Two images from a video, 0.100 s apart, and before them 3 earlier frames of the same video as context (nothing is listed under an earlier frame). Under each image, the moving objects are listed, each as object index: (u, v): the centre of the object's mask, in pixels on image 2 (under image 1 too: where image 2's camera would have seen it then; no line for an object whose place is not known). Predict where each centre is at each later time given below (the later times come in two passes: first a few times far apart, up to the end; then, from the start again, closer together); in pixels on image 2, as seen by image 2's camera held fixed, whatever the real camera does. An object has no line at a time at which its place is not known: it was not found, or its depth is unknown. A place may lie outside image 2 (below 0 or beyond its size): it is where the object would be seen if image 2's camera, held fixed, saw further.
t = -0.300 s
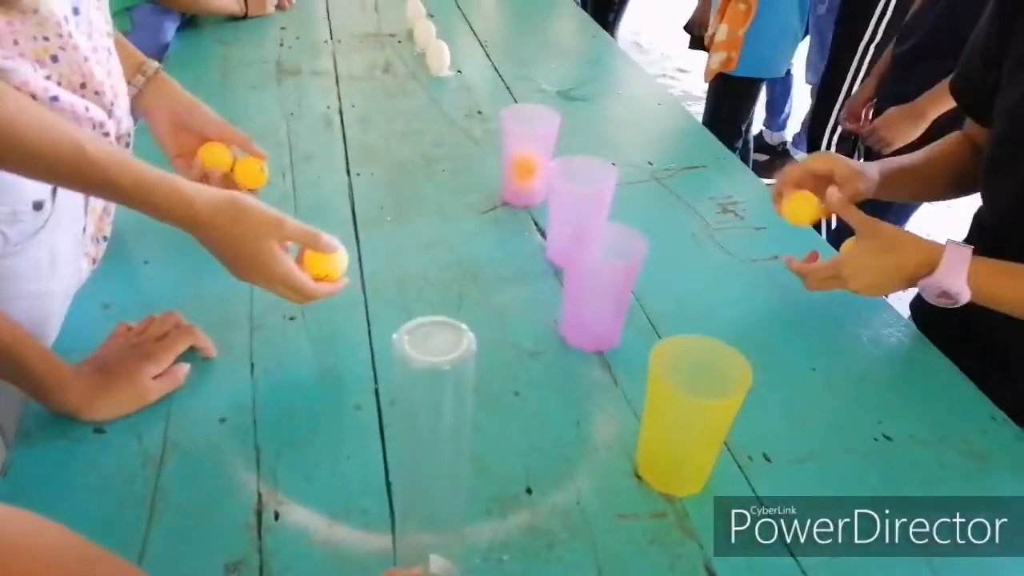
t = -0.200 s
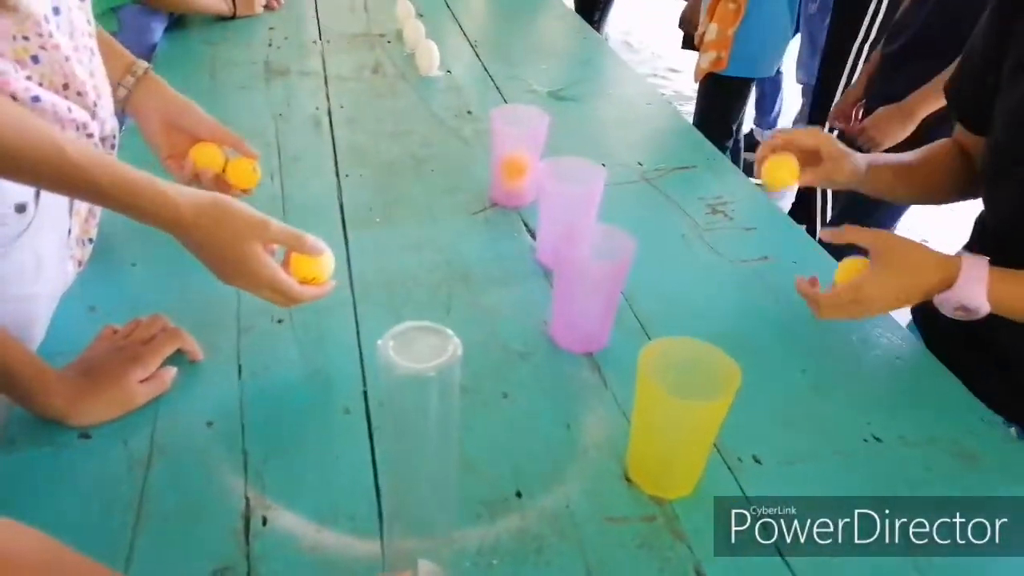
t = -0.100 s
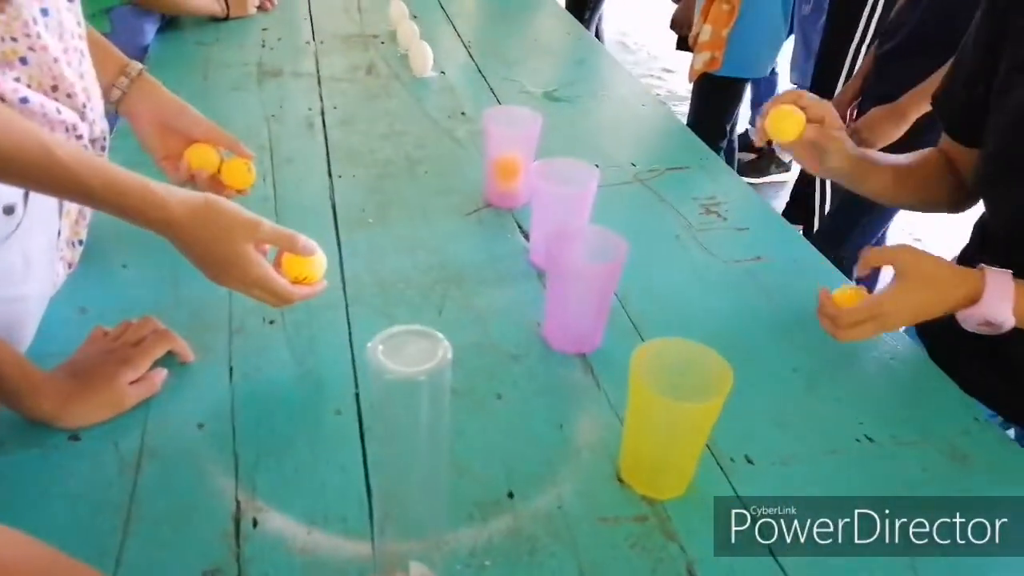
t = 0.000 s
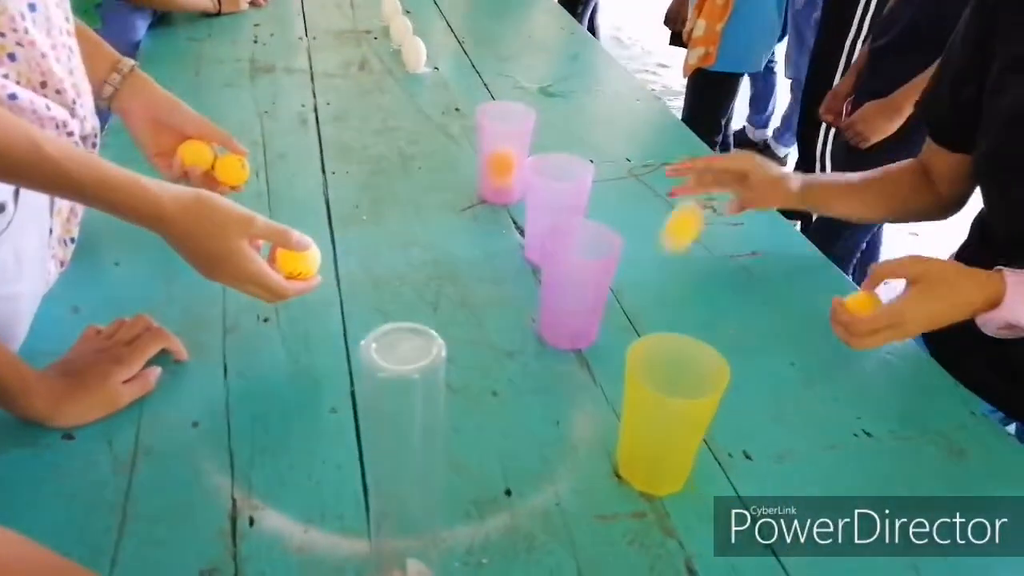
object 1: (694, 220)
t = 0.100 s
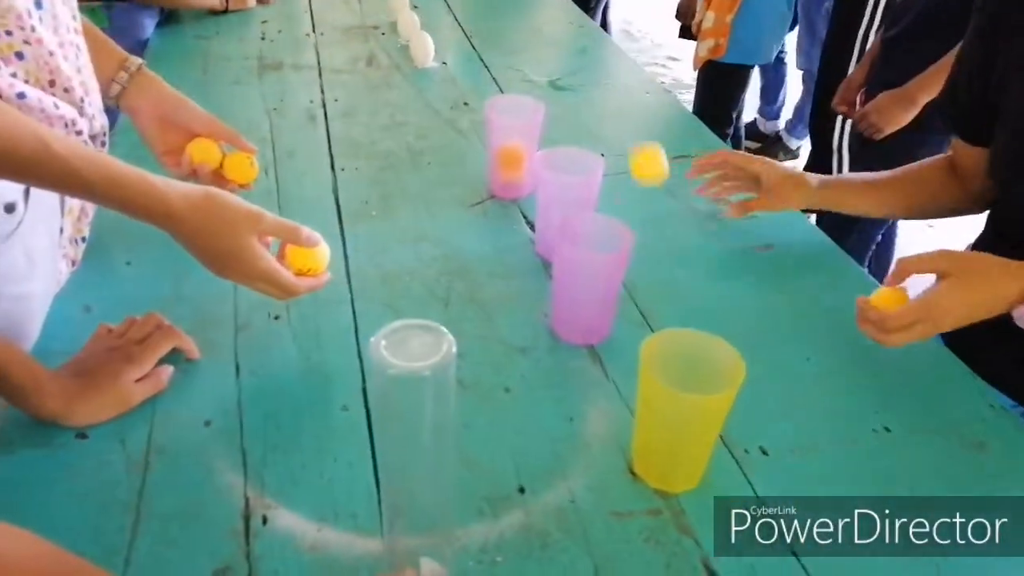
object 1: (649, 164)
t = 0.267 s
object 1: (551, 146)
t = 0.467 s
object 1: (431, 244)
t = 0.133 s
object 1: (633, 142)
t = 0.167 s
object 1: (614, 129)
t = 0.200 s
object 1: (594, 127)
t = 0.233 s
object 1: (572, 132)
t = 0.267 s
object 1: (551, 146)
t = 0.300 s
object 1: (522, 176)
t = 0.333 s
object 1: (497, 215)
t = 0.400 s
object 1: (472, 262)
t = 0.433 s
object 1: (451, 271)
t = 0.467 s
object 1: (431, 244)
